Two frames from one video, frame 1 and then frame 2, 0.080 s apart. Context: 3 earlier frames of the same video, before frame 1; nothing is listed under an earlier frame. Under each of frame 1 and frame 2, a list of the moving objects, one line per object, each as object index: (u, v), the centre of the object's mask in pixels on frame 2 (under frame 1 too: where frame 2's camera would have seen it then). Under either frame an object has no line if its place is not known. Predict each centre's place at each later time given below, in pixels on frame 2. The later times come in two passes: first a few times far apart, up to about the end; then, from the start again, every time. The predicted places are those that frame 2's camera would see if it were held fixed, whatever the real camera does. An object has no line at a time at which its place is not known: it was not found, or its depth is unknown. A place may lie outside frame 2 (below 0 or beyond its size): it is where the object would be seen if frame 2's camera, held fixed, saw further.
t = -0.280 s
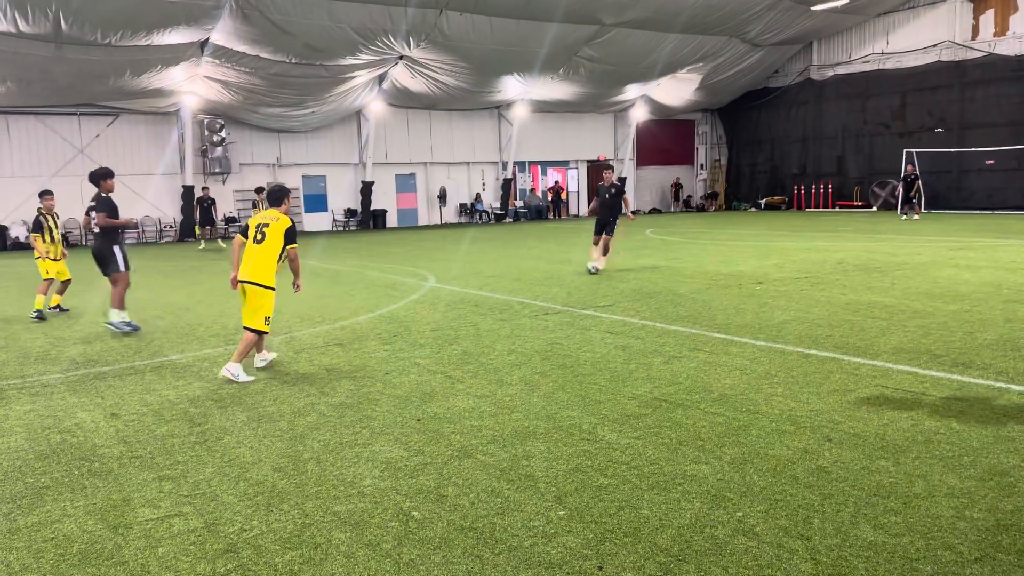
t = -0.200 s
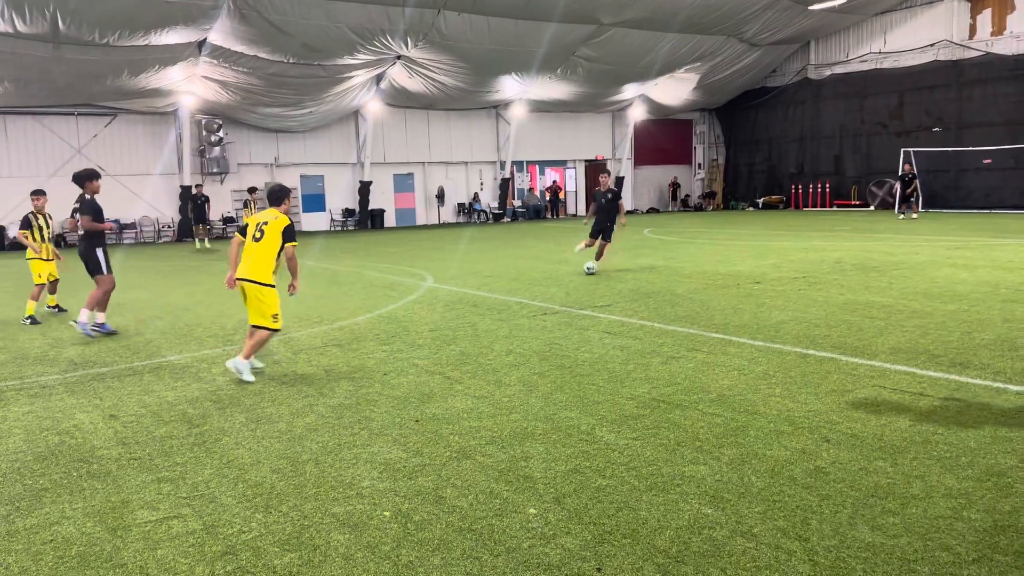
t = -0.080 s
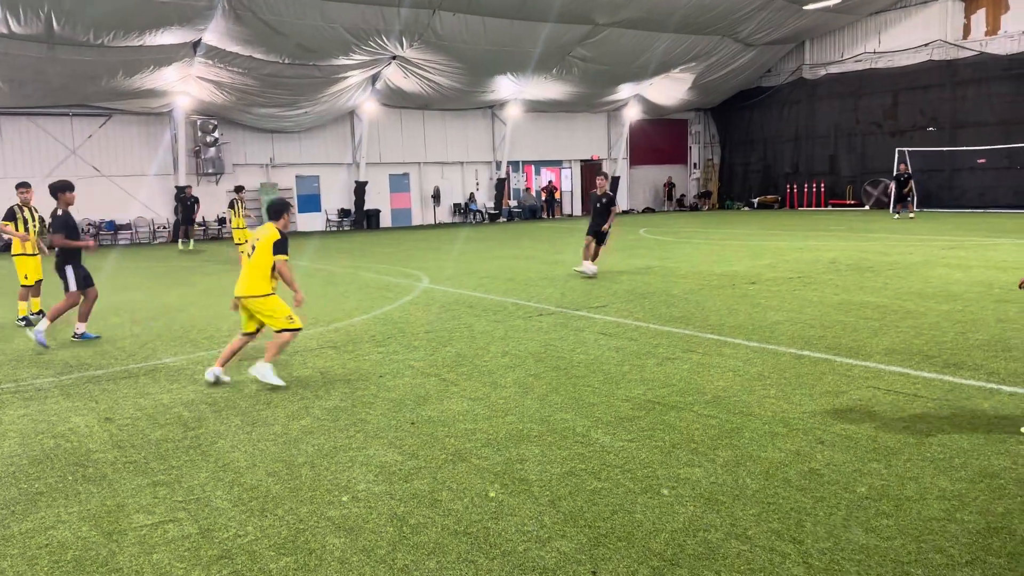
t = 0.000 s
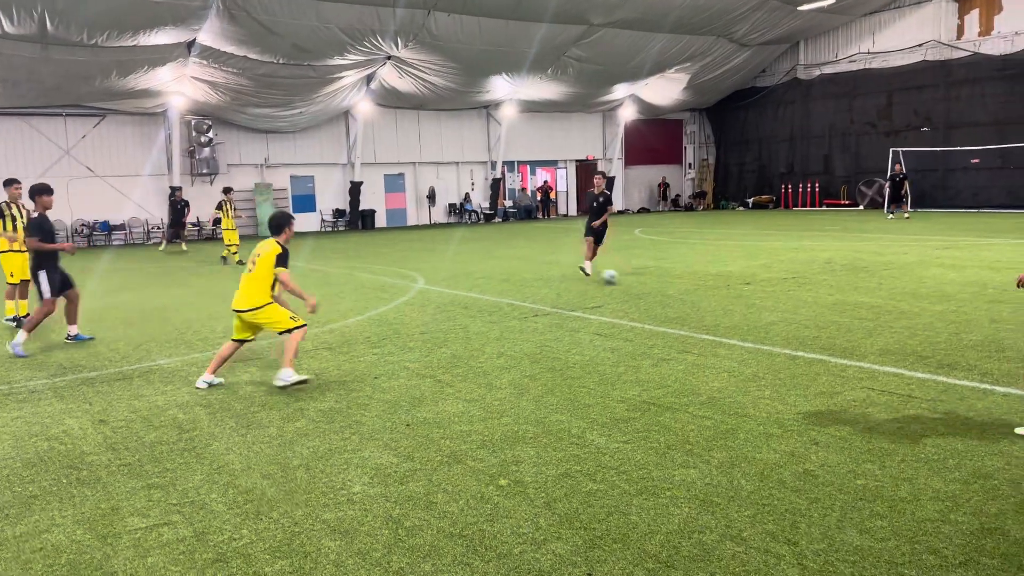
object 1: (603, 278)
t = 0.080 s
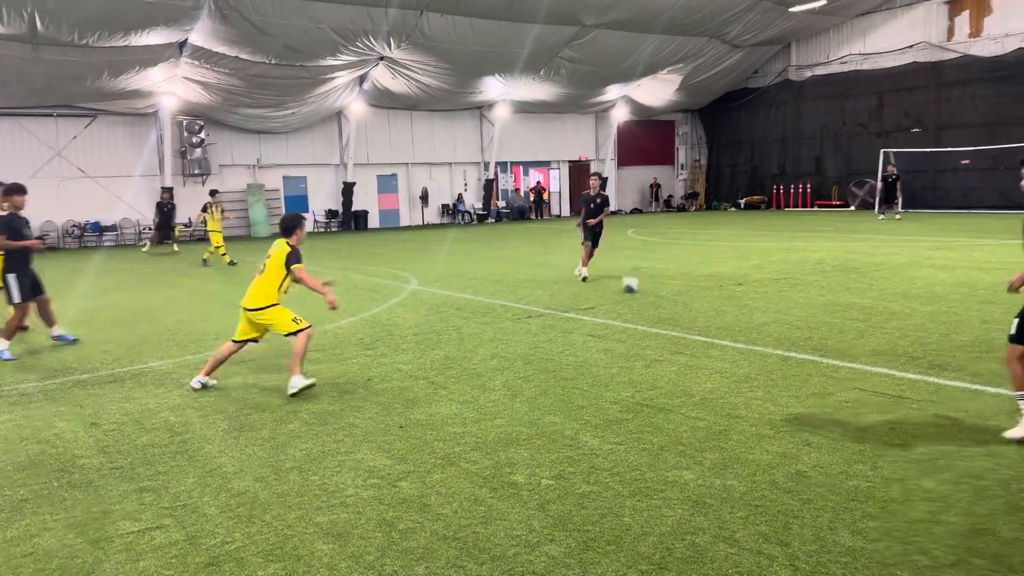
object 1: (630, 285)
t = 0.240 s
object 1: (689, 298)
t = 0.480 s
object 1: (799, 323)
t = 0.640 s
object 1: (888, 340)
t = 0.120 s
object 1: (643, 287)
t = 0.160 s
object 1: (658, 291)
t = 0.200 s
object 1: (673, 294)
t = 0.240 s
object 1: (689, 298)
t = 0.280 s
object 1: (705, 303)
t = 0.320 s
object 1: (722, 306)
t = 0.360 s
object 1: (740, 311)
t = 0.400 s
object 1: (759, 316)
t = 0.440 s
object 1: (778, 319)
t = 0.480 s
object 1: (799, 323)
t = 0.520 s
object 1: (820, 330)
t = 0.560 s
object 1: (841, 332)
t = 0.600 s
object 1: (864, 335)
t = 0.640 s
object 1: (888, 340)
